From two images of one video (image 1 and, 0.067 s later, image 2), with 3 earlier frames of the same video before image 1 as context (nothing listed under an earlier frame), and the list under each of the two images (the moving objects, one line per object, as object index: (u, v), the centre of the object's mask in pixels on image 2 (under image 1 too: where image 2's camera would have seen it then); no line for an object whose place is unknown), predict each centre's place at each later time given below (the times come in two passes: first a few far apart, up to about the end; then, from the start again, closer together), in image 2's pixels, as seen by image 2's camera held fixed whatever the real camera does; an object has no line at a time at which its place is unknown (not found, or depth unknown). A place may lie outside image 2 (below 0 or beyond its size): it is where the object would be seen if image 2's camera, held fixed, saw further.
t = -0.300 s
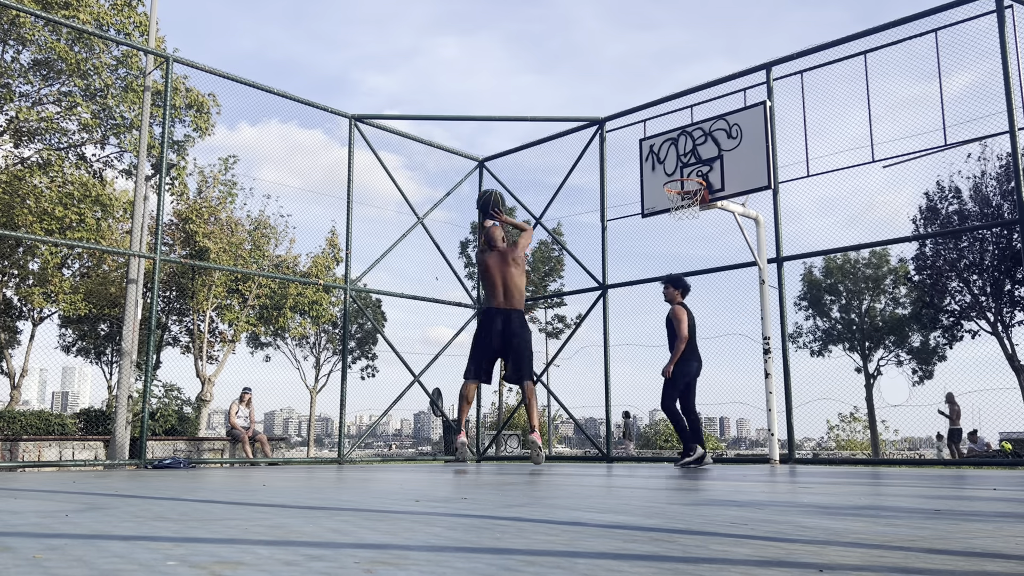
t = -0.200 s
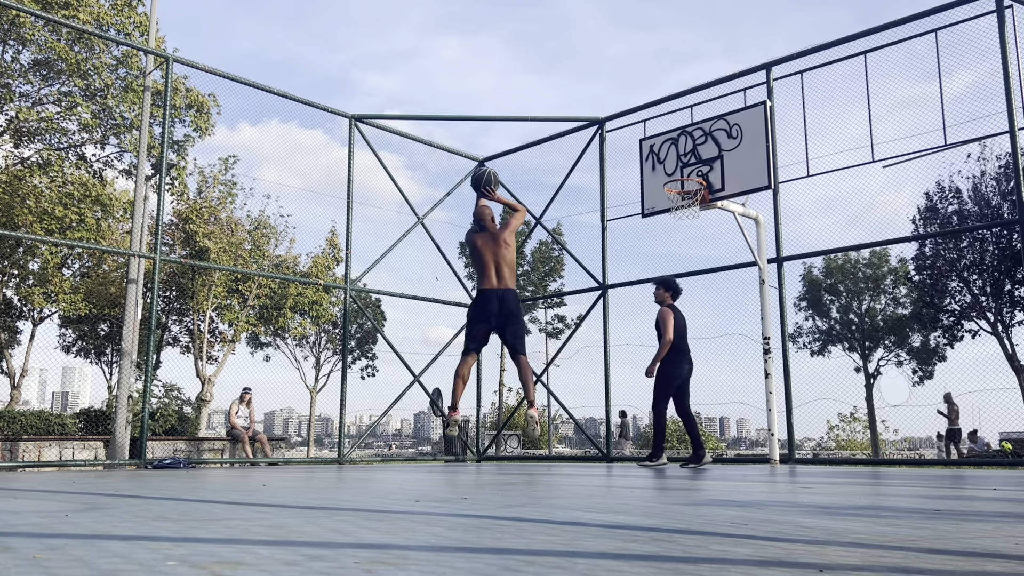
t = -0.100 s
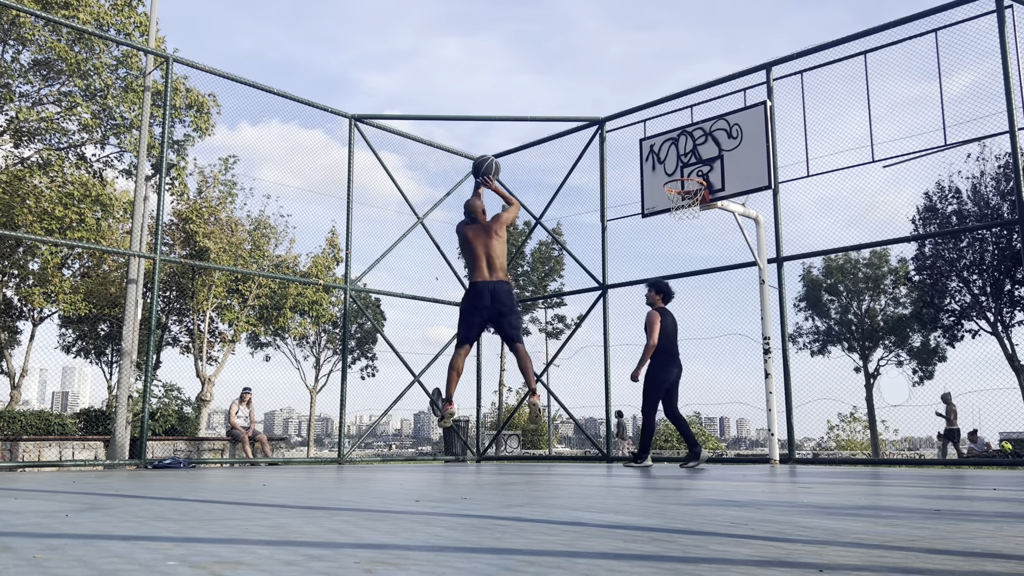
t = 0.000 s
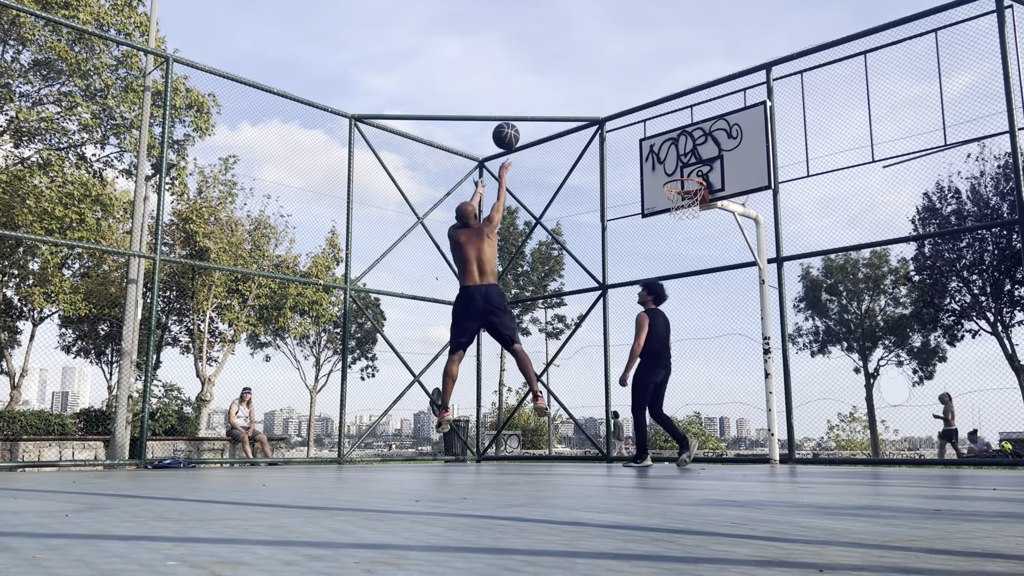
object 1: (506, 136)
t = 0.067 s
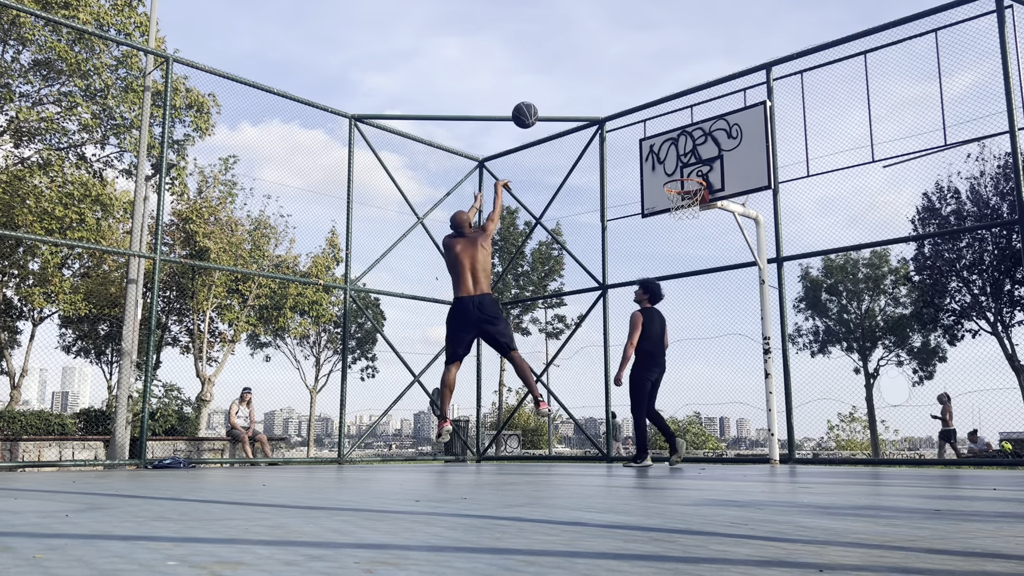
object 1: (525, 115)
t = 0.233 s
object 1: (567, 86)
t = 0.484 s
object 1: (622, 93)
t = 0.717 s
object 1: (667, 143)
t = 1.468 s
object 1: (743, 412)
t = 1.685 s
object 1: (739, 394)
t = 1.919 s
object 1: (722, 326)
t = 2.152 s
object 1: (707, 302)
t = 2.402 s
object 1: (694, 322)
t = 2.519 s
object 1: (689, 349)
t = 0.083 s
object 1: (529, 110)
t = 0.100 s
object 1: (534, 107)
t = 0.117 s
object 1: (538, 103)
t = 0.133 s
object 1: (543, 100)
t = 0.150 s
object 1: (547, 96)
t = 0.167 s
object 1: (551, 94)
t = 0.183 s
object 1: (555, 91)
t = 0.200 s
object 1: (559, 89)
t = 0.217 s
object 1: (563, 87)
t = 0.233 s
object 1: (567, 86)
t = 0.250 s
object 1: (571, 84)
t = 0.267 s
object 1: (575, 83)
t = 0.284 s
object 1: (579, 83)
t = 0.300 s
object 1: (583, 82)
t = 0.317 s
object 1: (587, 82)
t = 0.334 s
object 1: (590, 82)
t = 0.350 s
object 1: (594, 82)
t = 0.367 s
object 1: (598, 83)
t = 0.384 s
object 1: (601, 84)
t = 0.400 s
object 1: (605, 85)
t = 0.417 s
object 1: (608, 86)
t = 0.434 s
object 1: (612, 87)
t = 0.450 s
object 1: (615, 89)
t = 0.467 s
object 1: (619, 91)
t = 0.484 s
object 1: (622, 93)
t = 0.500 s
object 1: (625, 95)
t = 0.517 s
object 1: (629, 98)
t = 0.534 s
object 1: (632, 100)
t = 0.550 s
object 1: (636, 103)
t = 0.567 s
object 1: (639, 107)
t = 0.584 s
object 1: (642, 110)
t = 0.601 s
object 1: (645, 113)
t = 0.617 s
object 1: (648, 117)
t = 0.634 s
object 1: (651, 121)
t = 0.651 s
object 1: (655, 125)
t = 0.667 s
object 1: (658, 129)
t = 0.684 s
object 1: (661, 134)
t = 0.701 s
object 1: (664, 139)
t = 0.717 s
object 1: (667, 143)
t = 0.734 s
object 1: (670, 148)
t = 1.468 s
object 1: (743, 412)
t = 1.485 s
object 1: (745, 422)
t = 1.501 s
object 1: (746, 431)
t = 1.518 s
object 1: (748, 441)
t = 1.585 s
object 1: (747, 438)
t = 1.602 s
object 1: (746, 430)
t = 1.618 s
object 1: (744, 422)
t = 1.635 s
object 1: (743, 415)
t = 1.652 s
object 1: (742, 408)
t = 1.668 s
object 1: (740, 401)
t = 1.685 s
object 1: (739, 394)
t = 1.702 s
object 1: (738, 388)
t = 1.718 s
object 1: (736, 382)
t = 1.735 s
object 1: (735, 376)
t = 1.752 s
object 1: (734, 370)
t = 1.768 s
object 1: (732, 365)
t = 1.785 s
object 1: (731, 359)
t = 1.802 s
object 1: (730, 354)
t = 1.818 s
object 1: (729, 350)
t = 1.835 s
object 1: (728, 345)
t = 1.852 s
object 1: (726, 341)
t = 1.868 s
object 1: (725, 337)
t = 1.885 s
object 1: (724, 333)
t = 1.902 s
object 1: (723, 330)
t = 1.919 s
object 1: (722, 326)
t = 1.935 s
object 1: (720, 323)
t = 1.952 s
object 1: (719, 320)
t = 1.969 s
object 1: (718, 317)
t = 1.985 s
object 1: (717, 315)
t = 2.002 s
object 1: (716, 313)
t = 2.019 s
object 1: (715, 310)
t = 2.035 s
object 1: (714, 309)
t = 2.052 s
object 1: (713, 307)
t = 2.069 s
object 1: (712, 306)
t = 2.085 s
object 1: (711, 304)
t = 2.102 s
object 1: (710, 303)
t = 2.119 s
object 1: (709, 303)
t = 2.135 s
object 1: (708, 302)
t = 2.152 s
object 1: (707, 302)
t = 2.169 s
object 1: (706, 302)
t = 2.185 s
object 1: (705, 302)
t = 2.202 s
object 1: (704, 302)
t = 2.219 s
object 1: (703, 302)
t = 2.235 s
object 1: (703, 303)
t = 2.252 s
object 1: (702, 304)
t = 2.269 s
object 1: (701, 305)
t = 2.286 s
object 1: (700, 306)
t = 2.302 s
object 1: (699, 308)
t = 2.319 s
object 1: (698, 310)
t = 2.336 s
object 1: (697, 312)
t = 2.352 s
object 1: (697, 314)
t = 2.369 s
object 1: (696, 317)
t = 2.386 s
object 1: (695, 319)
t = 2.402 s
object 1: (694, 322)
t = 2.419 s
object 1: (693, 325)
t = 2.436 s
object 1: (692, 329)
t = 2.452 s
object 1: (692, 332)
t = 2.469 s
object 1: (691, 336)
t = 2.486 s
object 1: (690, 340)
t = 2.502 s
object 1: (689, 344)
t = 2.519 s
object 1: (689, 349)
